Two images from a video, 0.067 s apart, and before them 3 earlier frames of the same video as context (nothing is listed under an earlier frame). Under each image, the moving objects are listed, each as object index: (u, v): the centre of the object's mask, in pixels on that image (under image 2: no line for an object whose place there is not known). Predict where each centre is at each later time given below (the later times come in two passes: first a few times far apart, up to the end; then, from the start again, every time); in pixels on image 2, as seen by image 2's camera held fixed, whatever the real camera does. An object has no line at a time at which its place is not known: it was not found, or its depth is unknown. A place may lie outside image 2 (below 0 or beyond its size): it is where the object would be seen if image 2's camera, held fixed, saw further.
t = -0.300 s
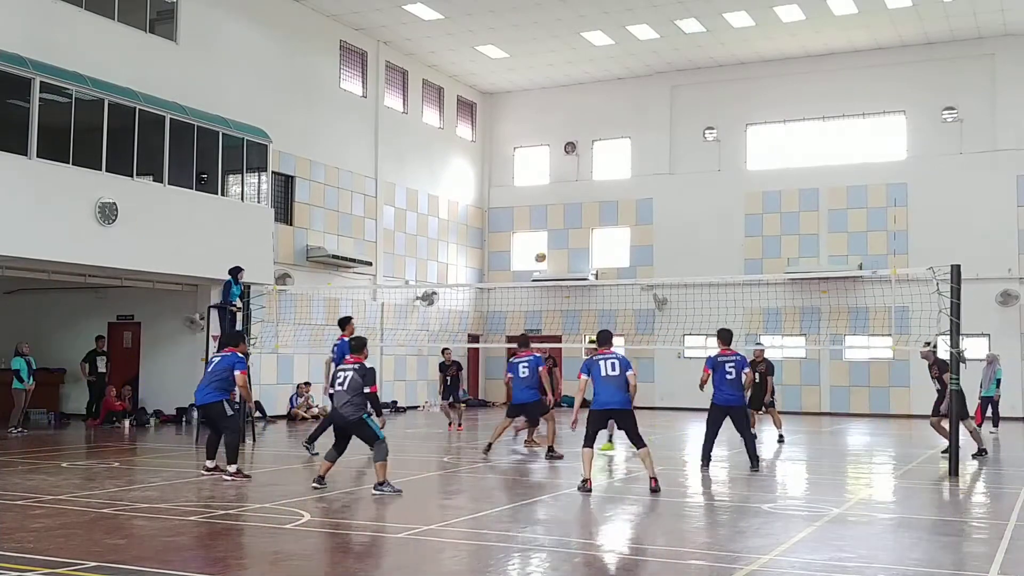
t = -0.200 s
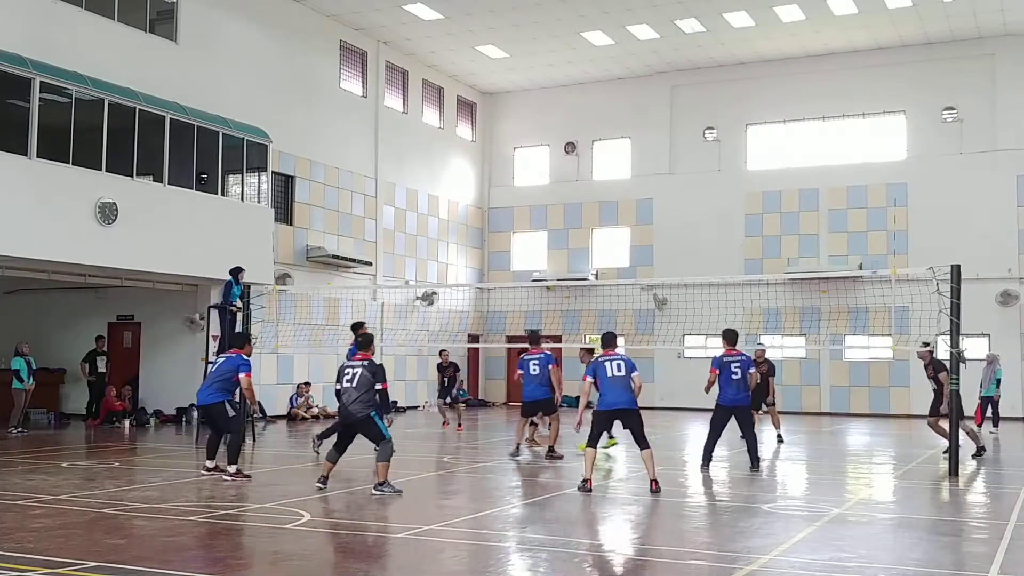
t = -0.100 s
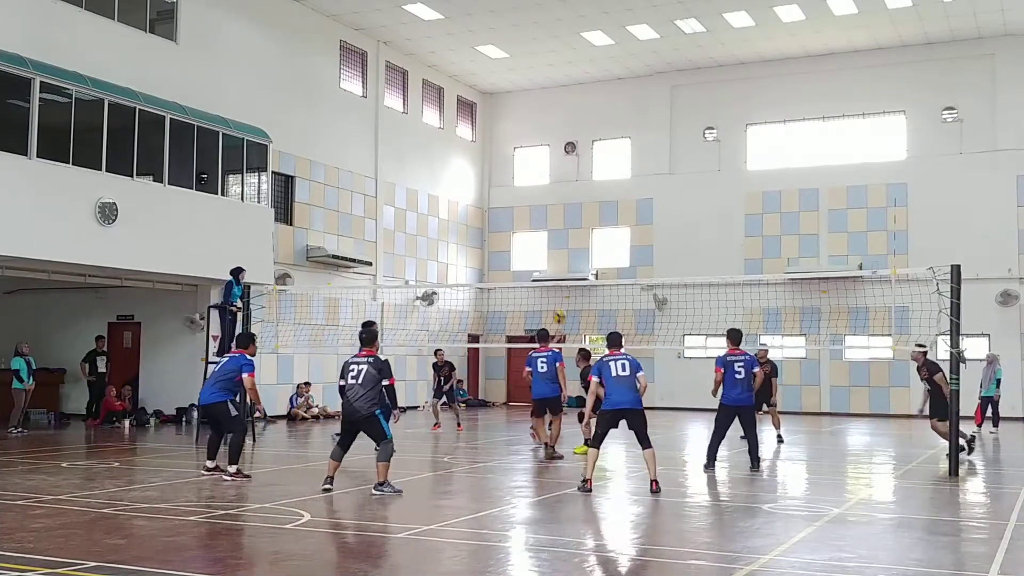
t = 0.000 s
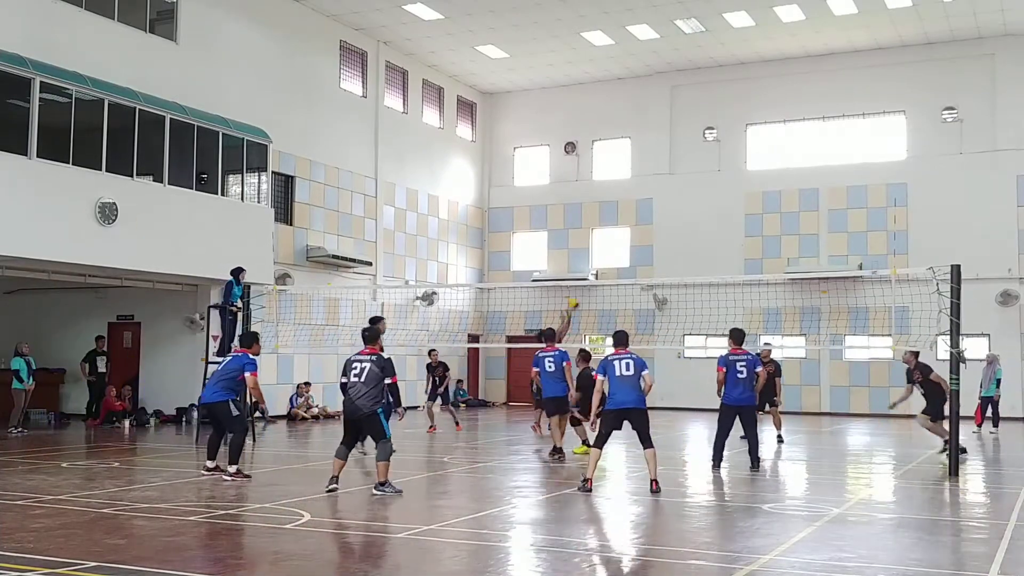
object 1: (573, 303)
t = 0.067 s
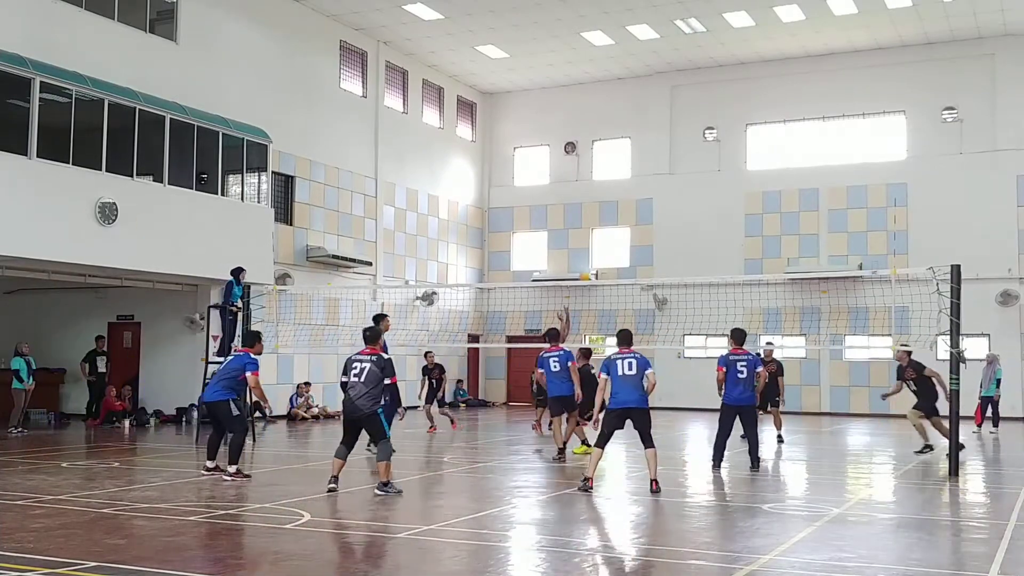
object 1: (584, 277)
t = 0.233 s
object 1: (613, 227)
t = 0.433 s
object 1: (648, 191)
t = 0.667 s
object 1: (689, 178)
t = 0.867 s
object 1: (724, 198)
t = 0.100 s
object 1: (590, 267)
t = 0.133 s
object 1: (596, 256)
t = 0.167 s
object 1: (602, 246)
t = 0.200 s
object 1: (607, 236)
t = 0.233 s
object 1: (613, 227)
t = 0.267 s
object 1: (619, 220)
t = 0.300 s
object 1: (625, 213)
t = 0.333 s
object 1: (630, 206)
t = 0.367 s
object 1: (637, 200)
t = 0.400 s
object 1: (642, 195)
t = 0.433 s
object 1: (648, 191)
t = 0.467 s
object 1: (654, 187)
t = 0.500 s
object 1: (660, 183)
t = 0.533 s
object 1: (665, 181)
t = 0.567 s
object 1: (671, 179)
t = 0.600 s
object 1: (677, 178)
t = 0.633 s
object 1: (683, 178)
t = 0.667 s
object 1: (689, 178)
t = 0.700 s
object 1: (695, 179)
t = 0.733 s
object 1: (701, 182)
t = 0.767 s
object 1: (706, 185)
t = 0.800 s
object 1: (713, 189)
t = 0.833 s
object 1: (718, 193)
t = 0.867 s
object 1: (724, 198)
